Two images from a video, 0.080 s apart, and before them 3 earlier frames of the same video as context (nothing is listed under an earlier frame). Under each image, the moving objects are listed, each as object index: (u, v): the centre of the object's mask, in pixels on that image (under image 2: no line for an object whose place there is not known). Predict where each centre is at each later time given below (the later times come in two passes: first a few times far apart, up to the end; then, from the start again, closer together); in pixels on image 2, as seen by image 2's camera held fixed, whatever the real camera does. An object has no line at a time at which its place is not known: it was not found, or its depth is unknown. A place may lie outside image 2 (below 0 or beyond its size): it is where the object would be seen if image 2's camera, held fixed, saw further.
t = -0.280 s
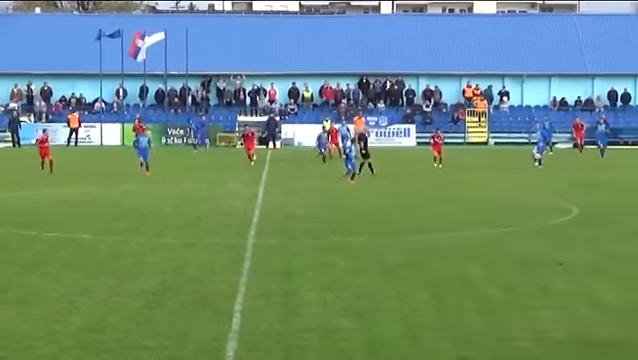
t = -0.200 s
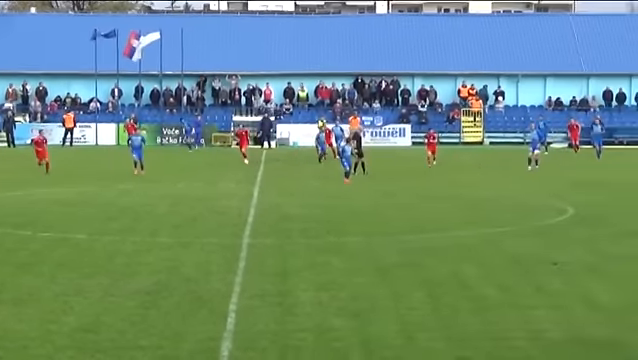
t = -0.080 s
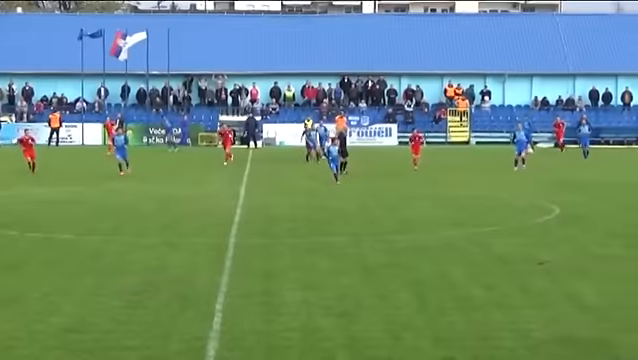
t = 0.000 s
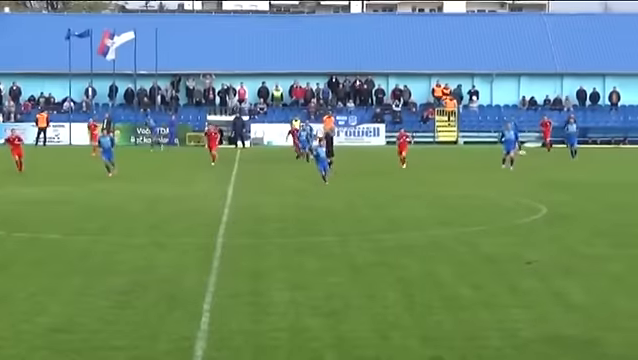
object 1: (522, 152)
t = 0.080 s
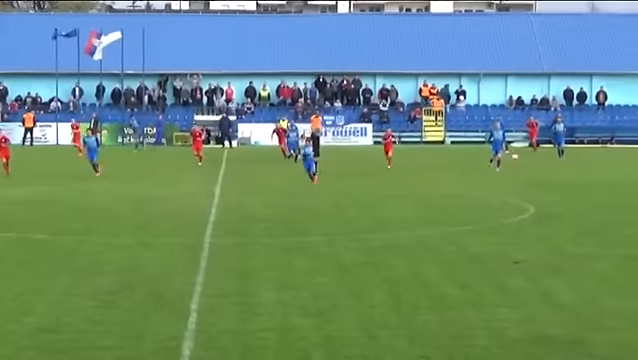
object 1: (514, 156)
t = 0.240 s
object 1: (525, 172)
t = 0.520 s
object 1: (543, 172)
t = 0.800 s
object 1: (560, 177)
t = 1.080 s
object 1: (577, 188)
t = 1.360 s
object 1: (596, 193)
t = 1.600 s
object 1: (613, 200)
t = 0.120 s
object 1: (517, 160)
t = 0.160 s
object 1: (520, 163)
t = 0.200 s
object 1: (522, 167)
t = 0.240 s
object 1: (525, 172)
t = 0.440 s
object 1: (538, 175)
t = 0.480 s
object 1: (540, 173)
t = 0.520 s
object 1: (543, 172)
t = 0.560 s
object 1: (545, 171)
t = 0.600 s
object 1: (547, 171)
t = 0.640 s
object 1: (550, 171)
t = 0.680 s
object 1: (552, 172)
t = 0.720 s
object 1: (555, 173)
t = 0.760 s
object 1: (557, 175)
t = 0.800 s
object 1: (560, 177)
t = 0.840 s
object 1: (562, 180)
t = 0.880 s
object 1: (564, 184)
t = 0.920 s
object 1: (566, 188)
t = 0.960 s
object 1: (569, 193)
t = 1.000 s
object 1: (571, 191)
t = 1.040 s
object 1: (574, 190)
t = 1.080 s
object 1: (577, 188)
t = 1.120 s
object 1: (579, 187)
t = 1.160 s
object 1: (583, 187)
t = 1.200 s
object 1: (585, 187)
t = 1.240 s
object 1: (588, 188)
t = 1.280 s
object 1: (591, 189)
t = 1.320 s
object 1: (593, 191)
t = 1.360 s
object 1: (596, 193)
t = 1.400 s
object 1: (598, 197)
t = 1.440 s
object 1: (602, 201)
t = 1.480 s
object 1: (604, 203)
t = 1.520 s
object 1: (607, 201)
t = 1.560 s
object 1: (610, 200)
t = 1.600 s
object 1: (613, 200)
